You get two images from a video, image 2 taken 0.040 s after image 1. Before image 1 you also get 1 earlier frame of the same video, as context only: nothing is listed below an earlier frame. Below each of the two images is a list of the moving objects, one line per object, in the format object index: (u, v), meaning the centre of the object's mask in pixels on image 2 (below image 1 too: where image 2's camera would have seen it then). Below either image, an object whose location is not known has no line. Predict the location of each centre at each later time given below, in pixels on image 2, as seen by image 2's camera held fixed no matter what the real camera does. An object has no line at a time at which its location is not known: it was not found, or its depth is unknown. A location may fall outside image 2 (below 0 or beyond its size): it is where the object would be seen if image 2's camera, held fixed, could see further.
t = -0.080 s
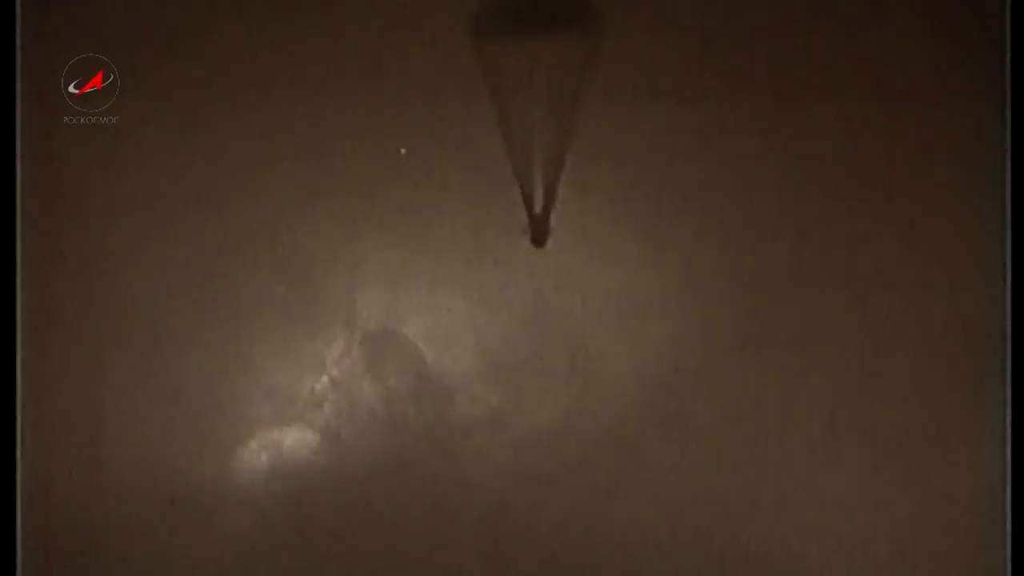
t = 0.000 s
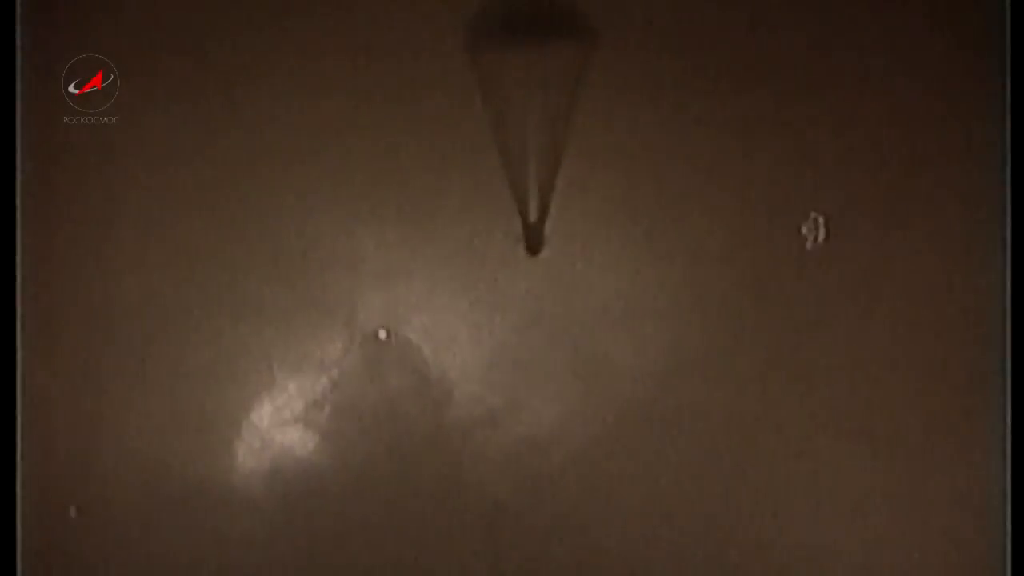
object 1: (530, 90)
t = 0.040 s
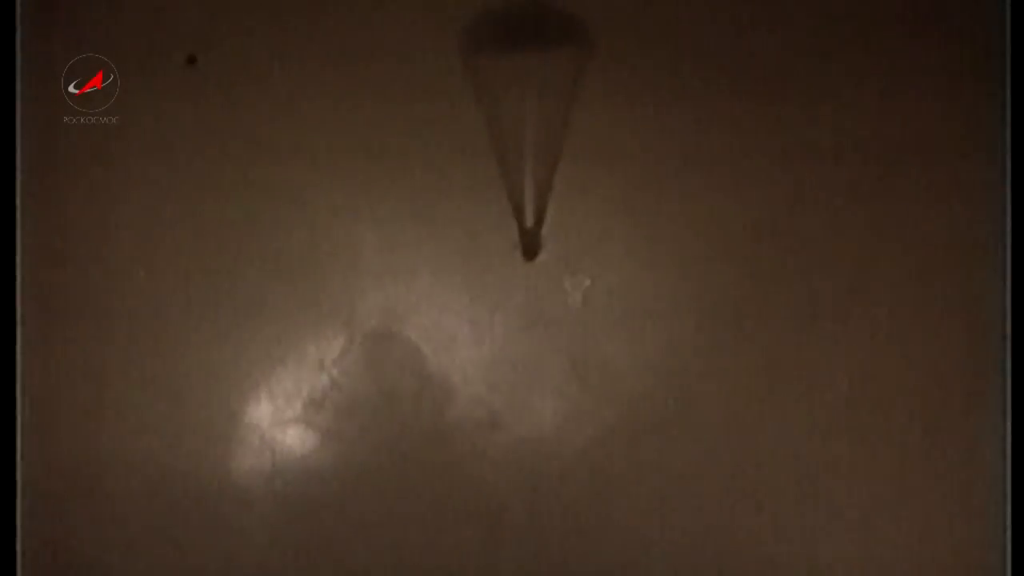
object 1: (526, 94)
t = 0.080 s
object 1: (523, 99)
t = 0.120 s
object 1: (521, 102)
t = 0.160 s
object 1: (518, 105)
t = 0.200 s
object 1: (516, 112)
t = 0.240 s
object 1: (513, 118)
